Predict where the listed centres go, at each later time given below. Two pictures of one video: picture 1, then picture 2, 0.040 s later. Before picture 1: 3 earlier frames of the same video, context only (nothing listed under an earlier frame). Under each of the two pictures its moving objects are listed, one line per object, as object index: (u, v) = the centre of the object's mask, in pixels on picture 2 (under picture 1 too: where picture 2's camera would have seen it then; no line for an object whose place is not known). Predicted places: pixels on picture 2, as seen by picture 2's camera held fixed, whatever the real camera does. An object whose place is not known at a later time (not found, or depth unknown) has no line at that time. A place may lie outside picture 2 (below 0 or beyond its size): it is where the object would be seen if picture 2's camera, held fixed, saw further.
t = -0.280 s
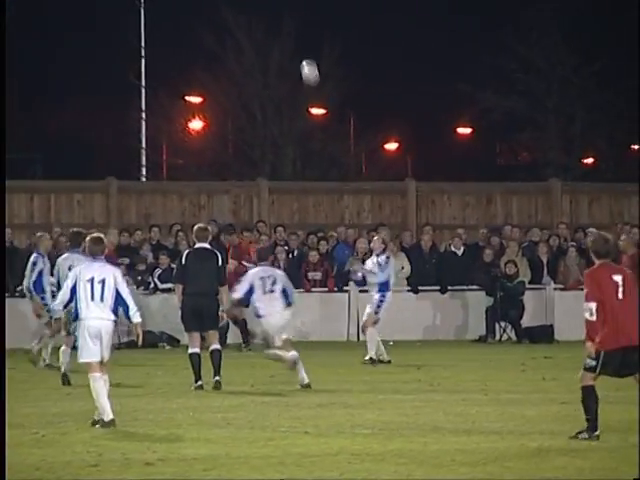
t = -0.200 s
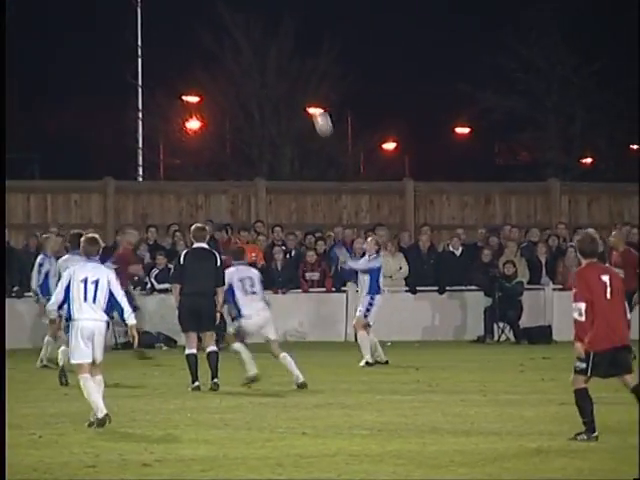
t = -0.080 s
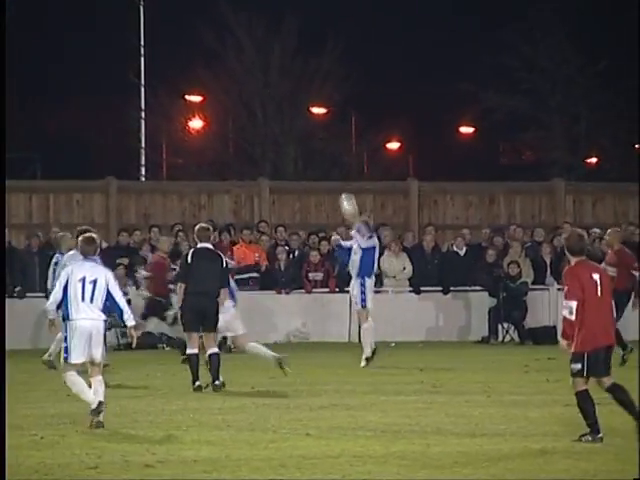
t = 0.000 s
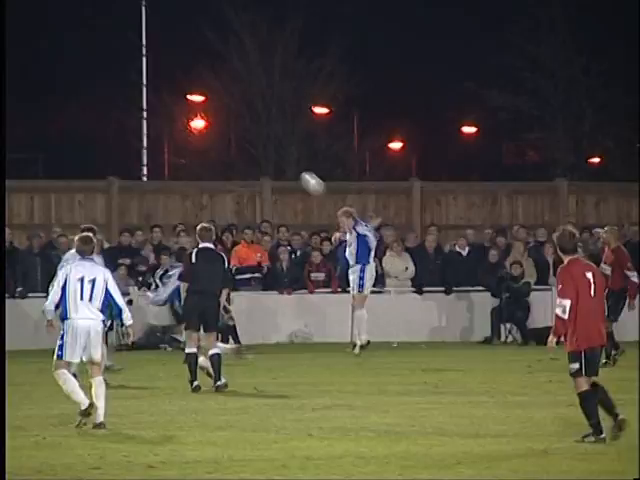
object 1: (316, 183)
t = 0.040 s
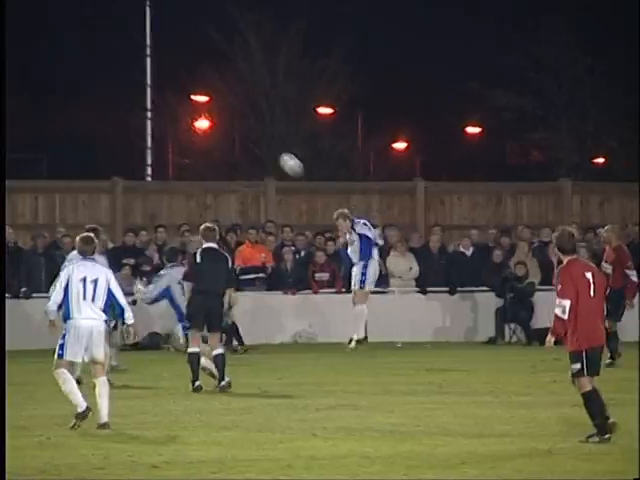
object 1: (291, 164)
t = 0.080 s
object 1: (267, 147)
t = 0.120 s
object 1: (243, 130)
